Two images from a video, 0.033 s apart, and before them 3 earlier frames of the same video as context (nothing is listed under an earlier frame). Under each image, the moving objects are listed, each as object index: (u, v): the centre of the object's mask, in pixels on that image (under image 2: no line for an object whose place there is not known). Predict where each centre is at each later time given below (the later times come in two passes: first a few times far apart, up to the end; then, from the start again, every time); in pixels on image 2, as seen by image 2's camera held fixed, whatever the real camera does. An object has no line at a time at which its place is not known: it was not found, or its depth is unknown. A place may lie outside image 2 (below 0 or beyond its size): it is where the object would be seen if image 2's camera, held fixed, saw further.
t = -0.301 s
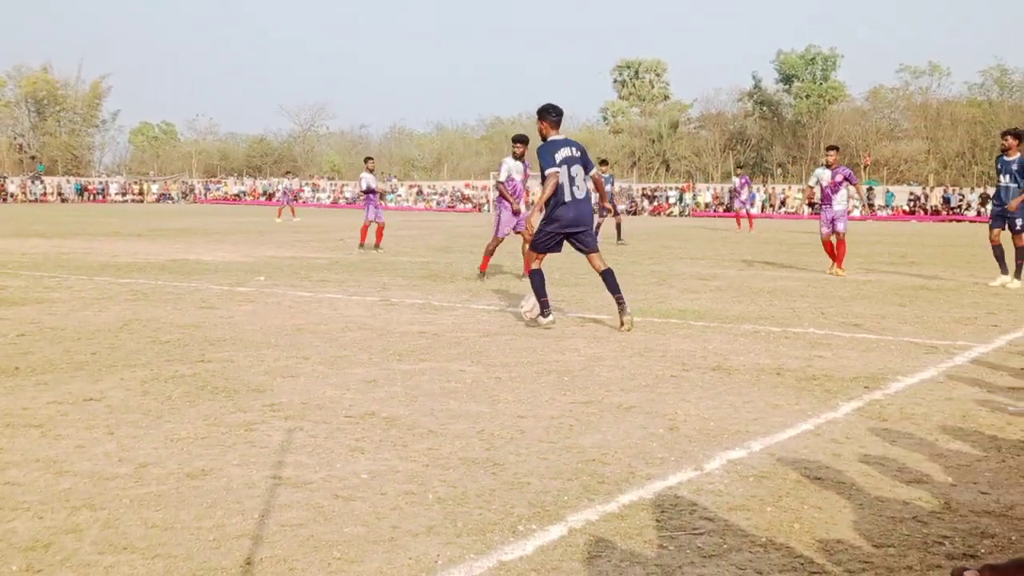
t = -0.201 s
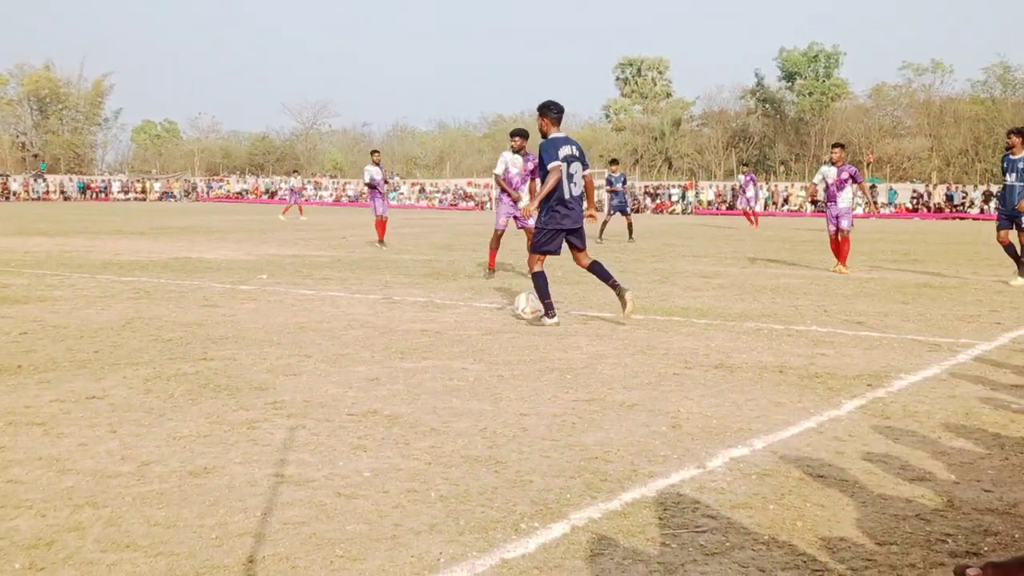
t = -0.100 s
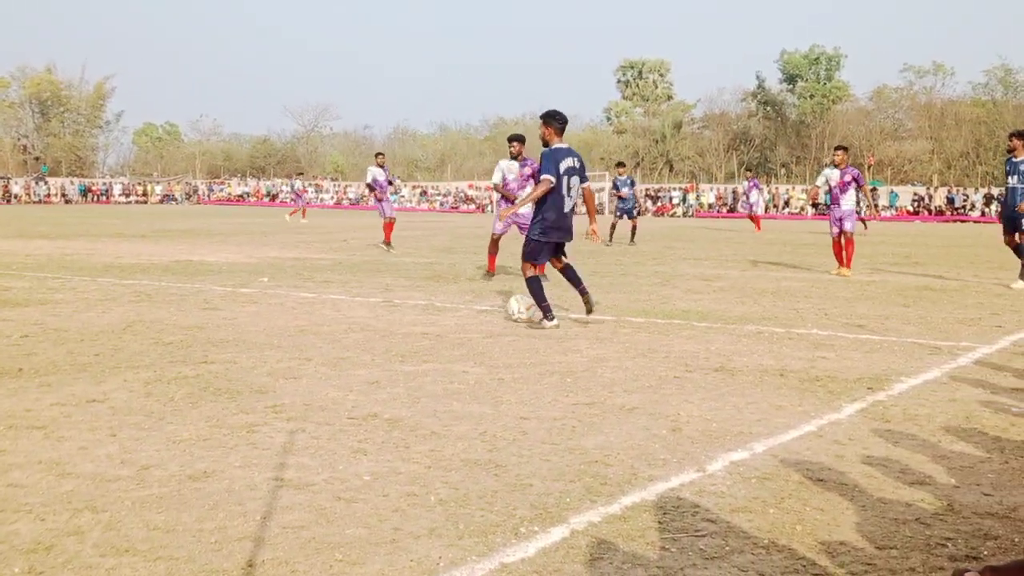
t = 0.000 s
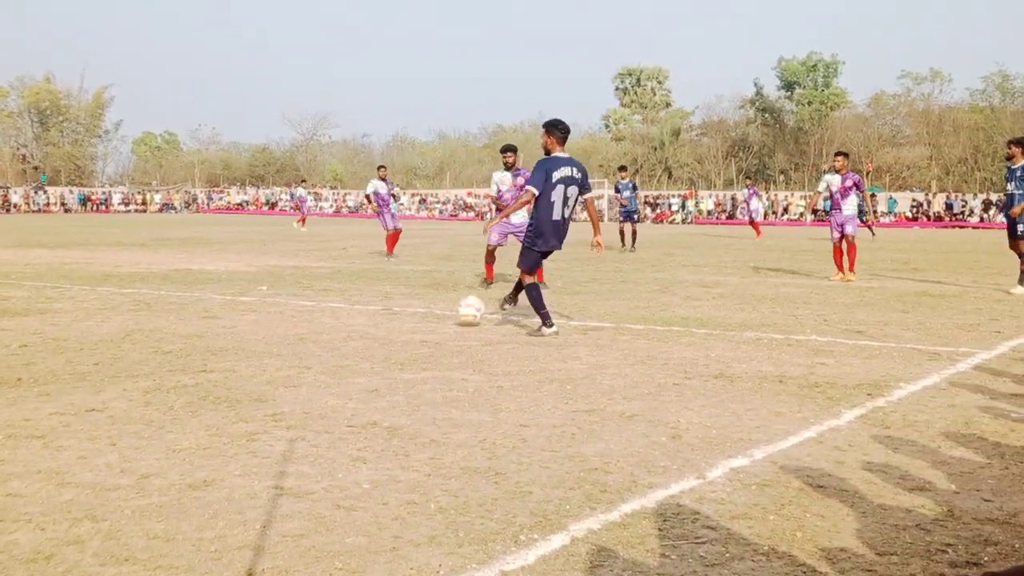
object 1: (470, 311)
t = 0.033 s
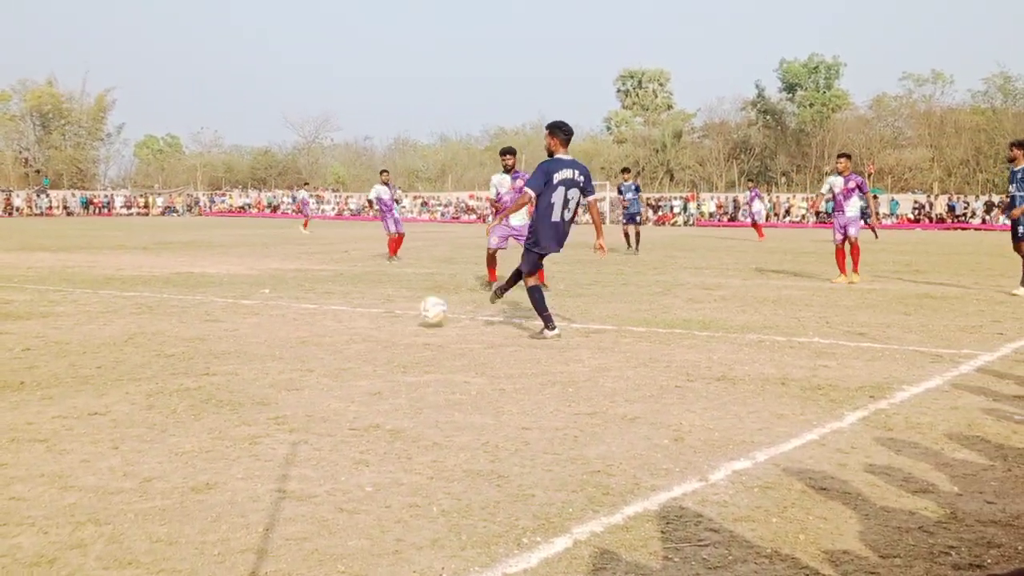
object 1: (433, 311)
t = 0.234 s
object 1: (225, 305)
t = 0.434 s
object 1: (73, 298)
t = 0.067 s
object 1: (393, 308)
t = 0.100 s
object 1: (355, 311)
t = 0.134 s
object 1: (320, 309)
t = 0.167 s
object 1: (288, 308)
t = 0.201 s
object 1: (256, 304)
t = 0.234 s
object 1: (225, 305)
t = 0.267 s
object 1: (196, 301)
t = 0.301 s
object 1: (171, 298)
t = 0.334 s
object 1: (147, 295)
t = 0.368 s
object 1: (122, 296)
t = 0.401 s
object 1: (98, 297)
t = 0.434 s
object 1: (73, 298)
